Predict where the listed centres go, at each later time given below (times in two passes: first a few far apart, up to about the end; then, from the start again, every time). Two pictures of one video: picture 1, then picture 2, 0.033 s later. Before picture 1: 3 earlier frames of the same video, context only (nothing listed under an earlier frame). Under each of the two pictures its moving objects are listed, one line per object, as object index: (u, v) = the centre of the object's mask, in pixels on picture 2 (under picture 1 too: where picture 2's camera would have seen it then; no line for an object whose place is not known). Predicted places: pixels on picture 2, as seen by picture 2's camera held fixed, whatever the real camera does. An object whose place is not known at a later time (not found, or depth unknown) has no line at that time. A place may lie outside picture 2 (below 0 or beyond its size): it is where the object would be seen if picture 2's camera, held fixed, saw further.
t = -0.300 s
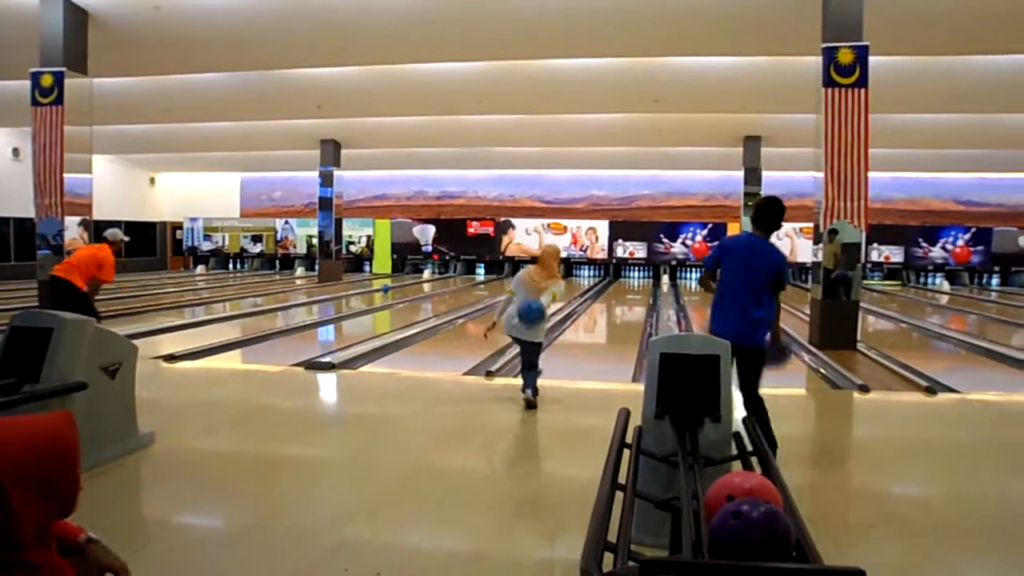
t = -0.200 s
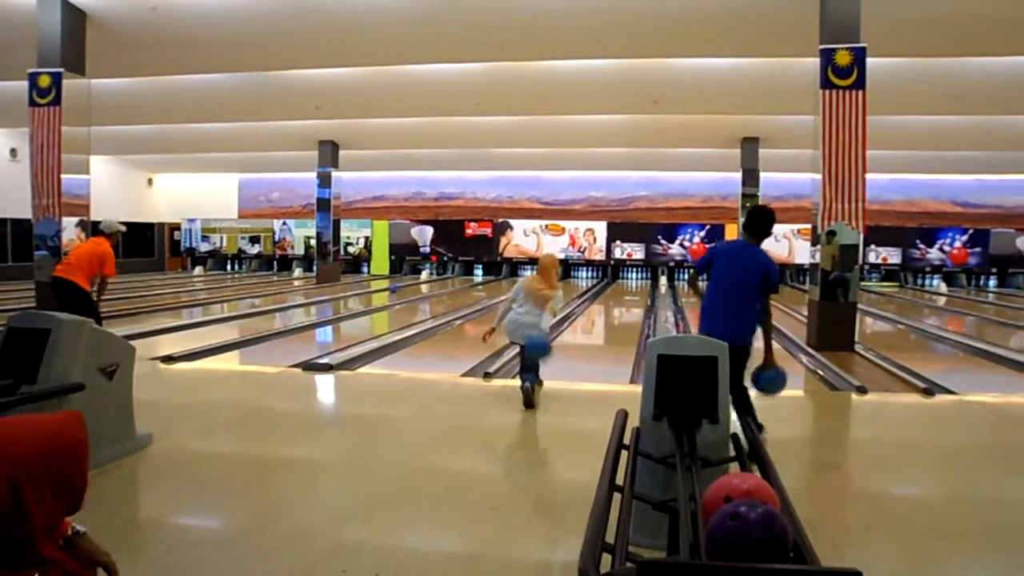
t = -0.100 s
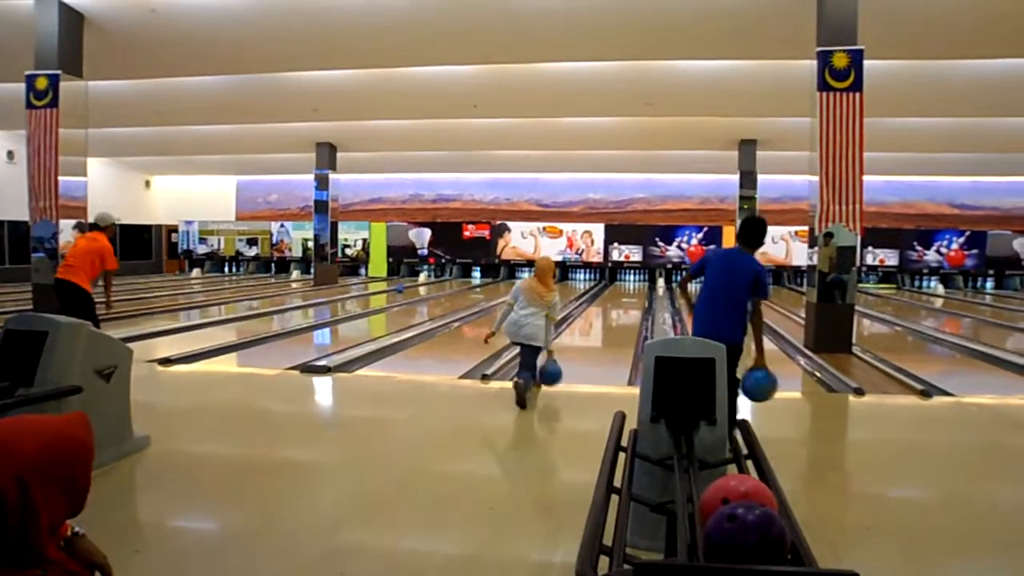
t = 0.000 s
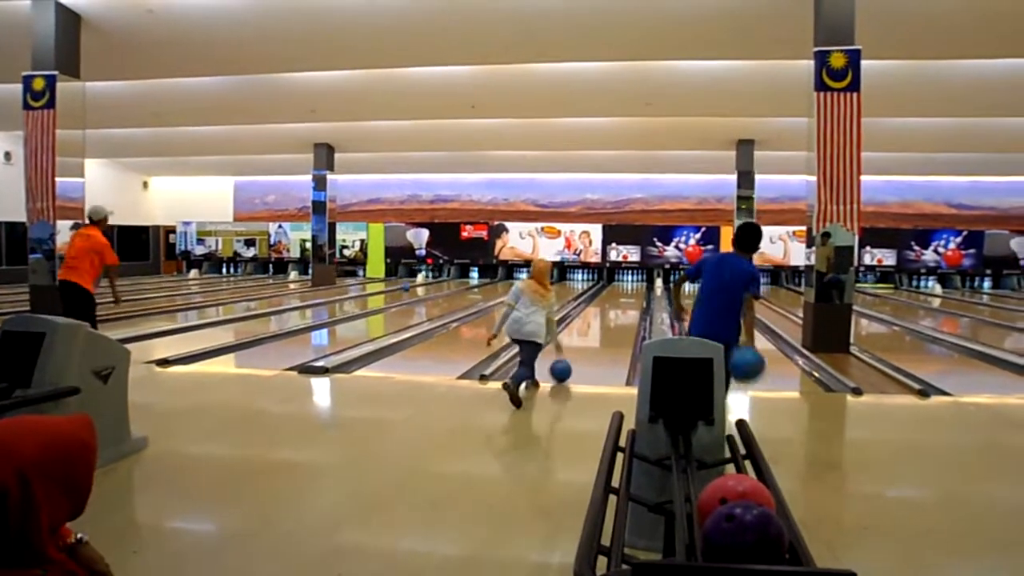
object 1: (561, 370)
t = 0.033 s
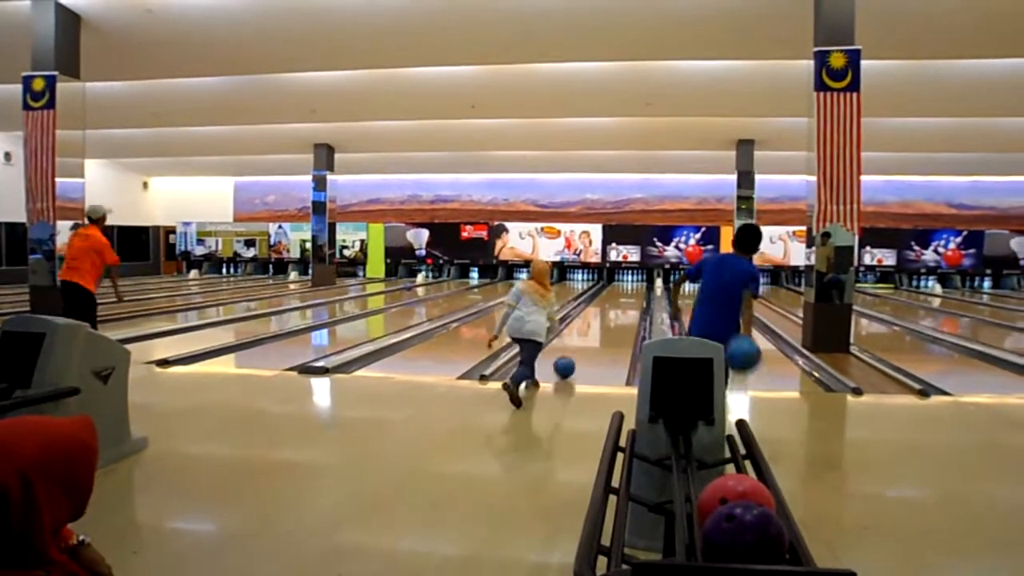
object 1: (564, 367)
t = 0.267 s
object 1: (584, 346)
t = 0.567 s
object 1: (601, 328)
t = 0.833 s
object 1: (612, 316)
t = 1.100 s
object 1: (620, 307)
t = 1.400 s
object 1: (626, 300)
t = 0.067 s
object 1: (567, 363)
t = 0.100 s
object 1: (571, 360)
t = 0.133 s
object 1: (574, 357)
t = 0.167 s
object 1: (577, 354)
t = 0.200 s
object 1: (579, 351)
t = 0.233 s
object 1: (581, 348)
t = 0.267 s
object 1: (584, 346)
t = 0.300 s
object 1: (586, 343)
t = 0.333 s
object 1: (588, 341)
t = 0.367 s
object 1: (590, 339)
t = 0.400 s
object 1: (592, 337)
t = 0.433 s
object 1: (594, 335)
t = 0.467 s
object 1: (596, 332)
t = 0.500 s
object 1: (597, 331)
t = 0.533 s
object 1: (599, 330)
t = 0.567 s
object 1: (601, 328)
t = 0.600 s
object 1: (602, 326)
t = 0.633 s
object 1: (604, 324)
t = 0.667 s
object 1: (605, 322)
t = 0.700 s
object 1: (606, 321)
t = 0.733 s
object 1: (608, 320)
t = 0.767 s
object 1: (609, 318)
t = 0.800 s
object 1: (610, 317)
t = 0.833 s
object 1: (612, 316)
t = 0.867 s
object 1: (613, 315)
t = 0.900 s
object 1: (614, 314)
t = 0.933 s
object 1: (615, 313)
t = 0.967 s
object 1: (615, 311)
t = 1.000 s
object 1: (616, 311)
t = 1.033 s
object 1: (617, 310)
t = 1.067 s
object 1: (618, 308)
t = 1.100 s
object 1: (620, 307)
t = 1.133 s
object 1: (621, 306)
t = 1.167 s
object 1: (622, 305)
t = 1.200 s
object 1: (622, 304)
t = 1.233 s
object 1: (622, 304)
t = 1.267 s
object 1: (622, 304)
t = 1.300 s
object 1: (623, 303)
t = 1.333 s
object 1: (624, 302)
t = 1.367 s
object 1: (624, 301)
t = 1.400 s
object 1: (626, 300)
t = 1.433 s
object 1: (628, 298)
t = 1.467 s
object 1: (628, 297)
